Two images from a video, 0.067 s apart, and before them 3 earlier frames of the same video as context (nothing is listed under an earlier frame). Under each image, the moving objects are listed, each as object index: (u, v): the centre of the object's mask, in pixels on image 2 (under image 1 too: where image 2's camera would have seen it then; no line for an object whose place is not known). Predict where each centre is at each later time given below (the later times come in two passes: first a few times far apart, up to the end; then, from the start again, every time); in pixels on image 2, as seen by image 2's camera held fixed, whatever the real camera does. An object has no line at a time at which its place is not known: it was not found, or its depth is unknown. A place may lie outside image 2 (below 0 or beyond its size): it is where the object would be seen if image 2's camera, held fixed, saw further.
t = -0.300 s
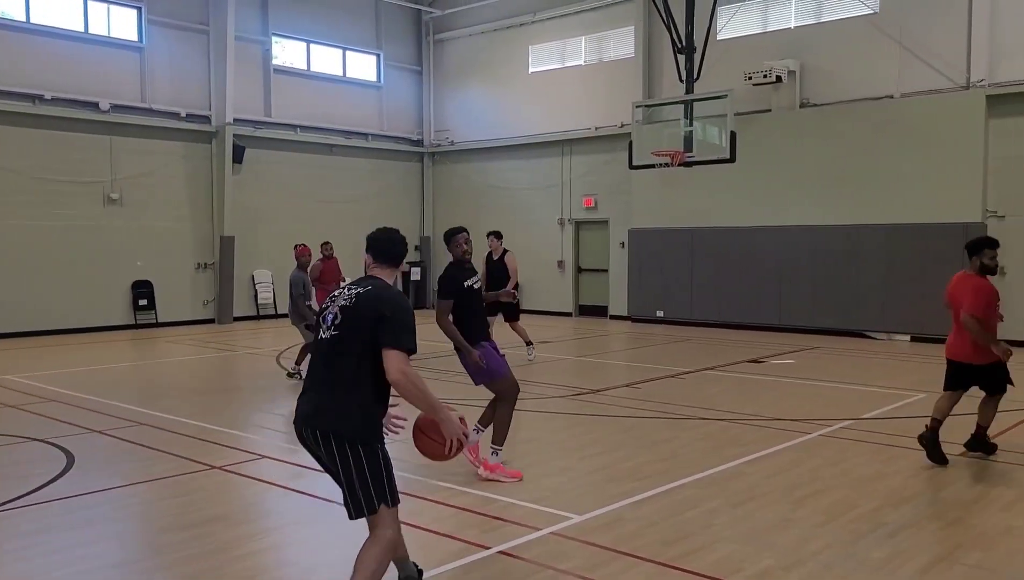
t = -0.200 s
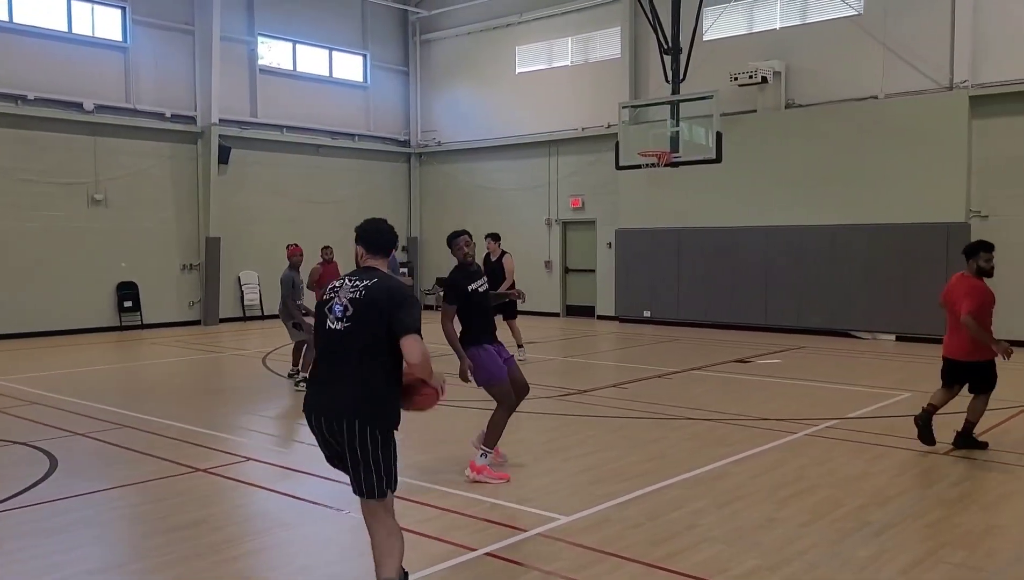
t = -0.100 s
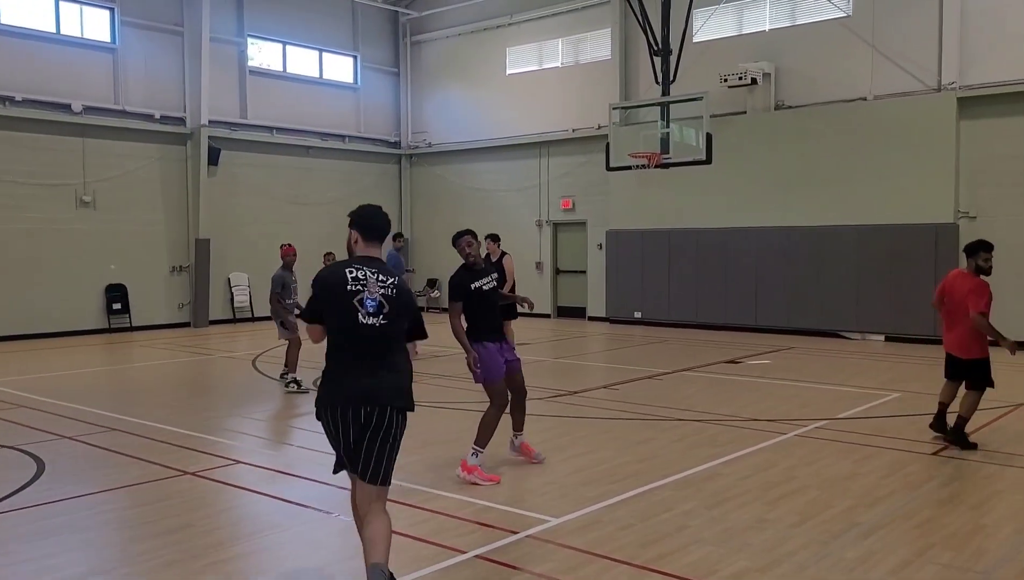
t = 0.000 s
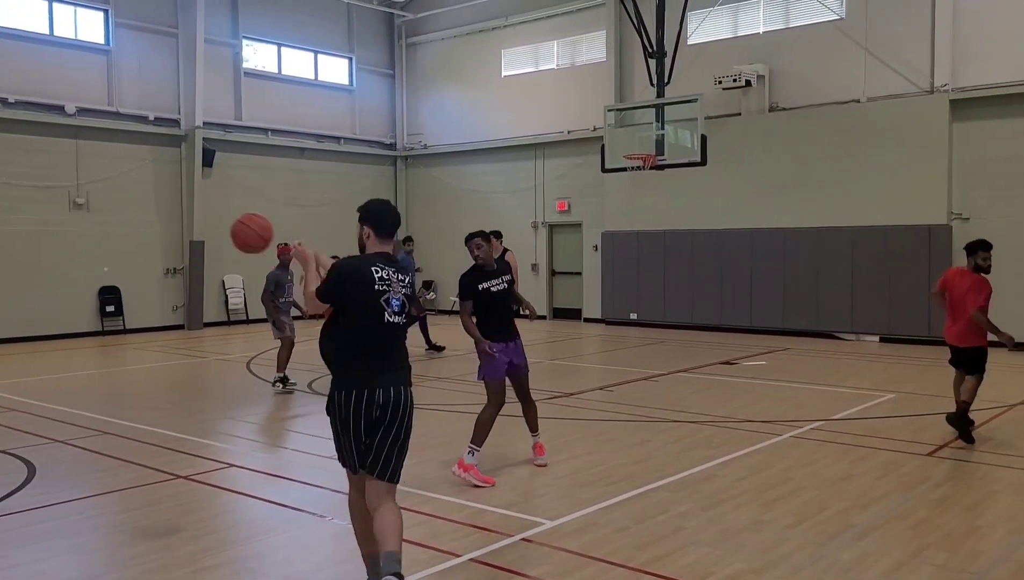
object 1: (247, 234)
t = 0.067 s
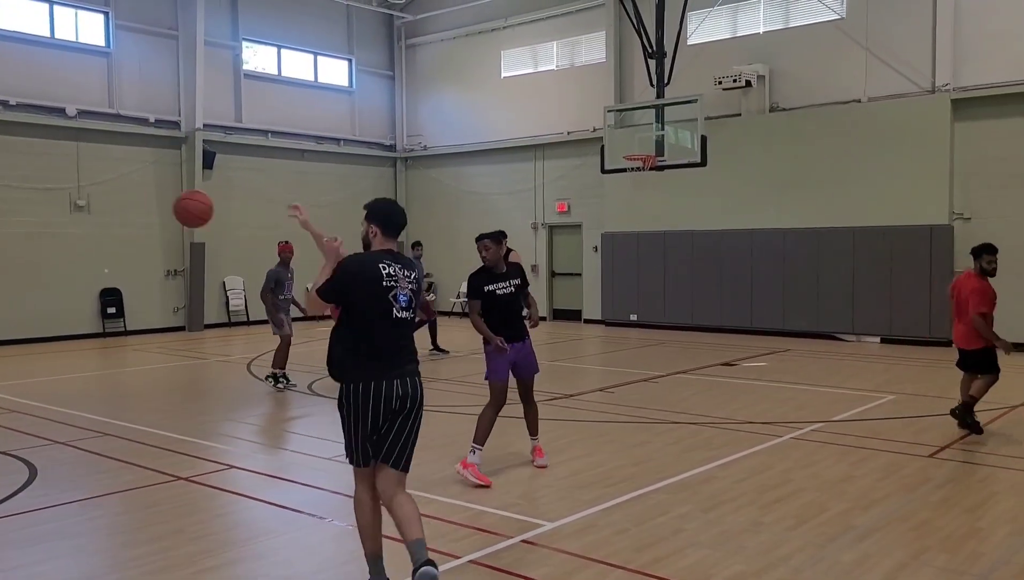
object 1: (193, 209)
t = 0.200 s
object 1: (100, 184)
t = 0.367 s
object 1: (22, 186)
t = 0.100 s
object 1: (168, 200)
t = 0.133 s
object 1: (144, 193)
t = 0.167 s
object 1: (122, 187)
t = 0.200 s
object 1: (100, 184)
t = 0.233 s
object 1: (81, 182)
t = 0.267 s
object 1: (65, 181)
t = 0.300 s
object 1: (50, 181)
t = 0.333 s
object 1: (35, 183)
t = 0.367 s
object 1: (22, 186)
